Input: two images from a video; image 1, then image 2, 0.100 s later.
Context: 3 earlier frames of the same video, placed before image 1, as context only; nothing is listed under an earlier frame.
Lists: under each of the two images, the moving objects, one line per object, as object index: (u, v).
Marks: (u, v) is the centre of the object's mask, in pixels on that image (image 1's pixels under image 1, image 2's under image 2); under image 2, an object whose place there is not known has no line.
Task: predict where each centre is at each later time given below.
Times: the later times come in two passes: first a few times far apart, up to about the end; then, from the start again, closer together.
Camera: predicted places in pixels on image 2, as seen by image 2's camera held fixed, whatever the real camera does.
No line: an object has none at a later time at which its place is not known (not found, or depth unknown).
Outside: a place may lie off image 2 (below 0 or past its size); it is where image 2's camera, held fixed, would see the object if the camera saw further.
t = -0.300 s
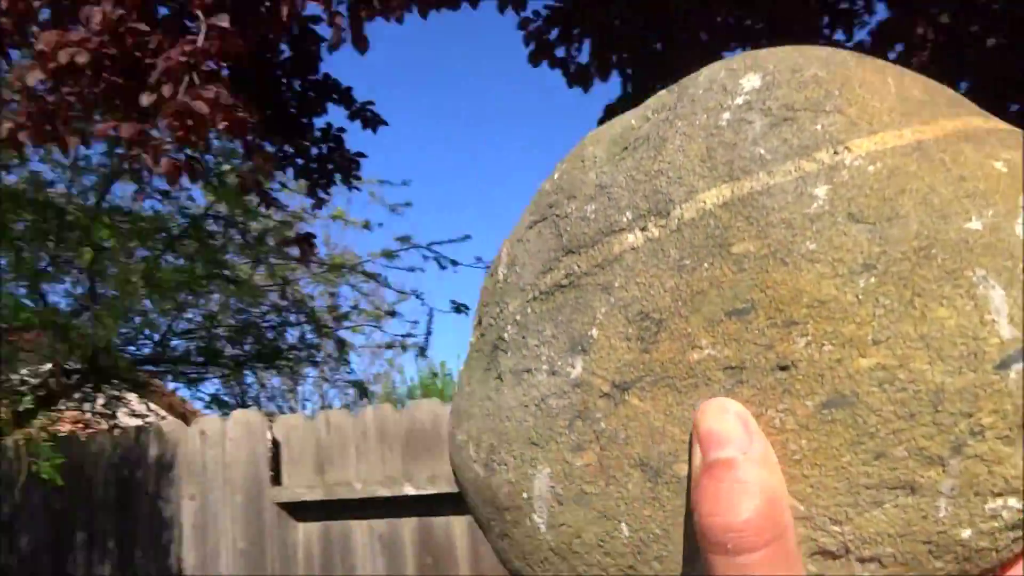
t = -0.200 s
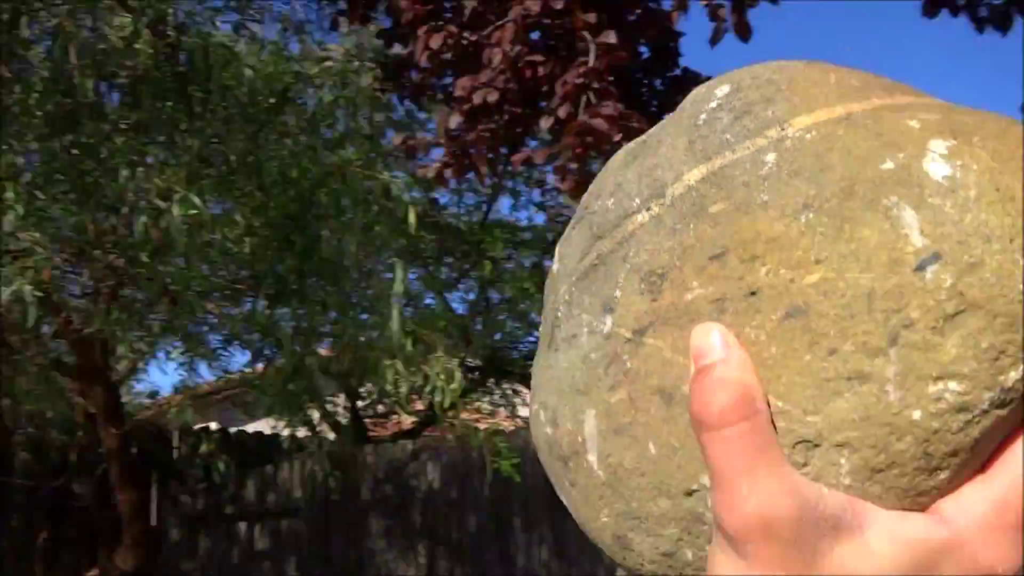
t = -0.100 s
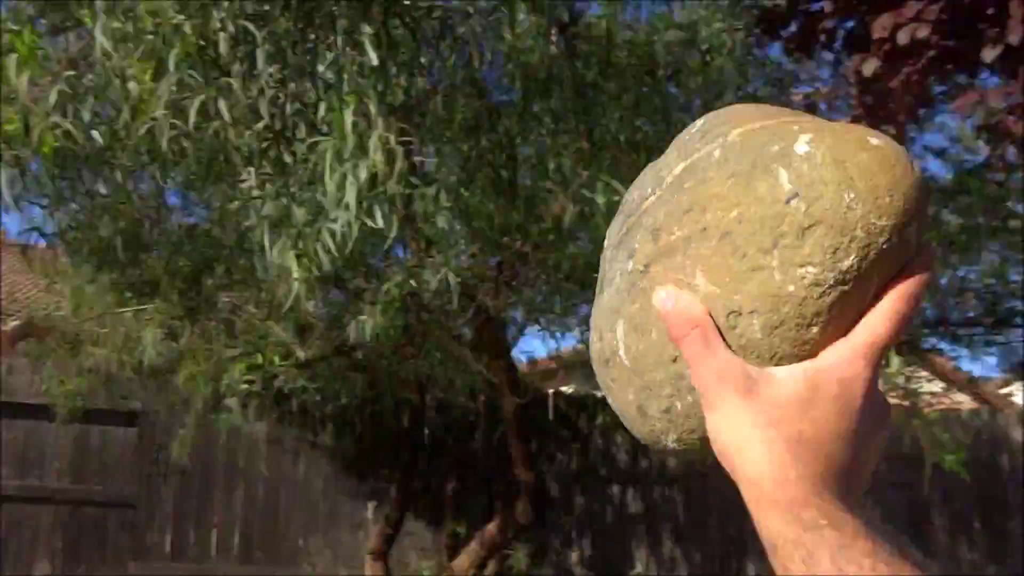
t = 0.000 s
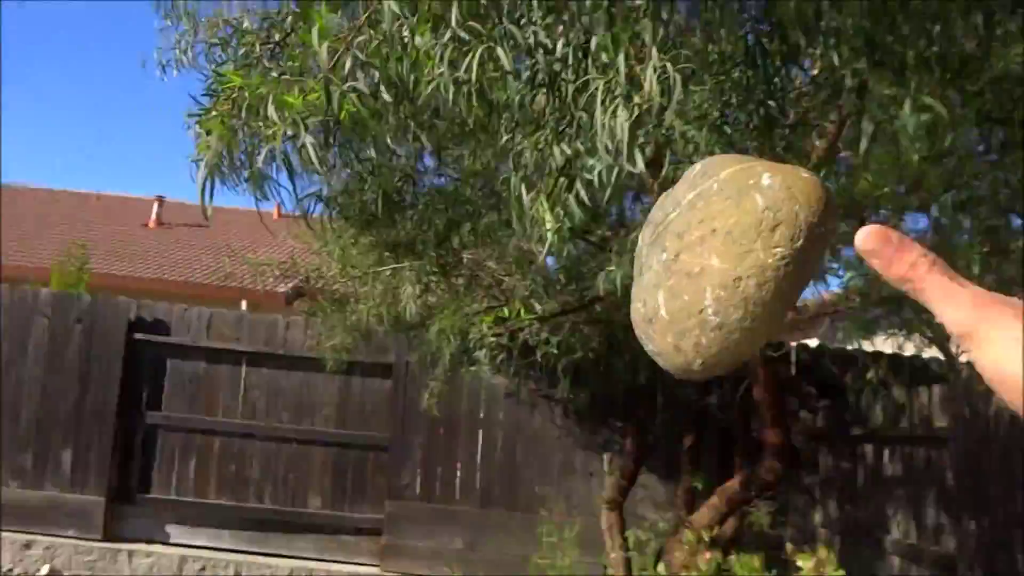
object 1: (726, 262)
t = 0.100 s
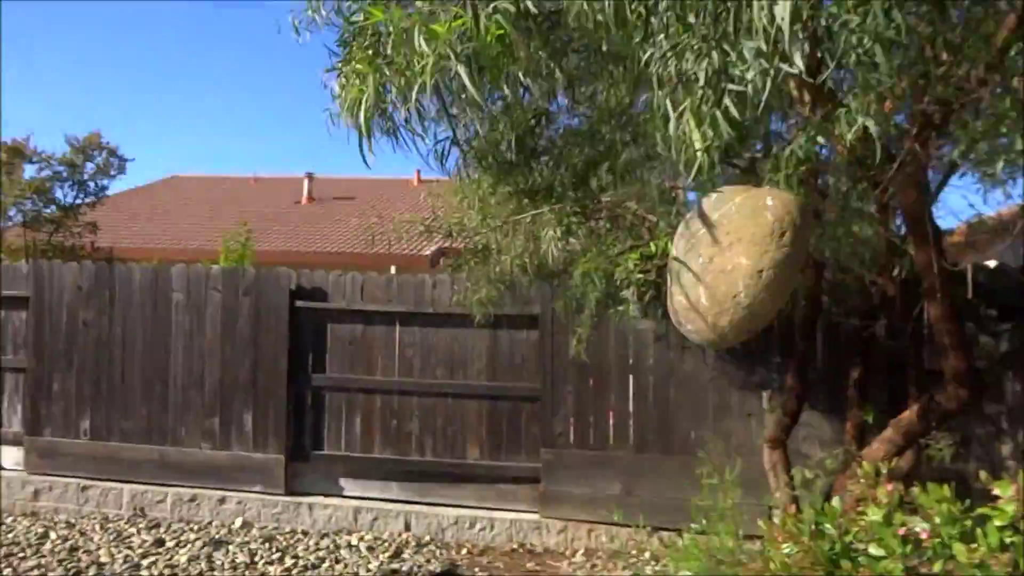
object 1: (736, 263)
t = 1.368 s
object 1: (480, 577)
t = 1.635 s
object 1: (475, 566)
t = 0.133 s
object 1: (704, 292)
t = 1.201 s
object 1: (487, 581)
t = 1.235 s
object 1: (486, 576)
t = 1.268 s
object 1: (485, 573)
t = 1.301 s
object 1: (484, 573)
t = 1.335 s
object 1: (482, 577)
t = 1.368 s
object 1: (480, 577)
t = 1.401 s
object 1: (480, 575)
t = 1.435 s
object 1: (479, 572)
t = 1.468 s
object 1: (478, 569)
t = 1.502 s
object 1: (478, 566)
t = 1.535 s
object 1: (478, 566)
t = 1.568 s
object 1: (478, 567)
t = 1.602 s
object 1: (476, 568)
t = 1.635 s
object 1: (475, 566)
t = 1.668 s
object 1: (473, 562)
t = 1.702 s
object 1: (473, 561)
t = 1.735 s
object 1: (472, 561)
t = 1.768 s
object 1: (471, 561)
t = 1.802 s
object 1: (470, 560)
